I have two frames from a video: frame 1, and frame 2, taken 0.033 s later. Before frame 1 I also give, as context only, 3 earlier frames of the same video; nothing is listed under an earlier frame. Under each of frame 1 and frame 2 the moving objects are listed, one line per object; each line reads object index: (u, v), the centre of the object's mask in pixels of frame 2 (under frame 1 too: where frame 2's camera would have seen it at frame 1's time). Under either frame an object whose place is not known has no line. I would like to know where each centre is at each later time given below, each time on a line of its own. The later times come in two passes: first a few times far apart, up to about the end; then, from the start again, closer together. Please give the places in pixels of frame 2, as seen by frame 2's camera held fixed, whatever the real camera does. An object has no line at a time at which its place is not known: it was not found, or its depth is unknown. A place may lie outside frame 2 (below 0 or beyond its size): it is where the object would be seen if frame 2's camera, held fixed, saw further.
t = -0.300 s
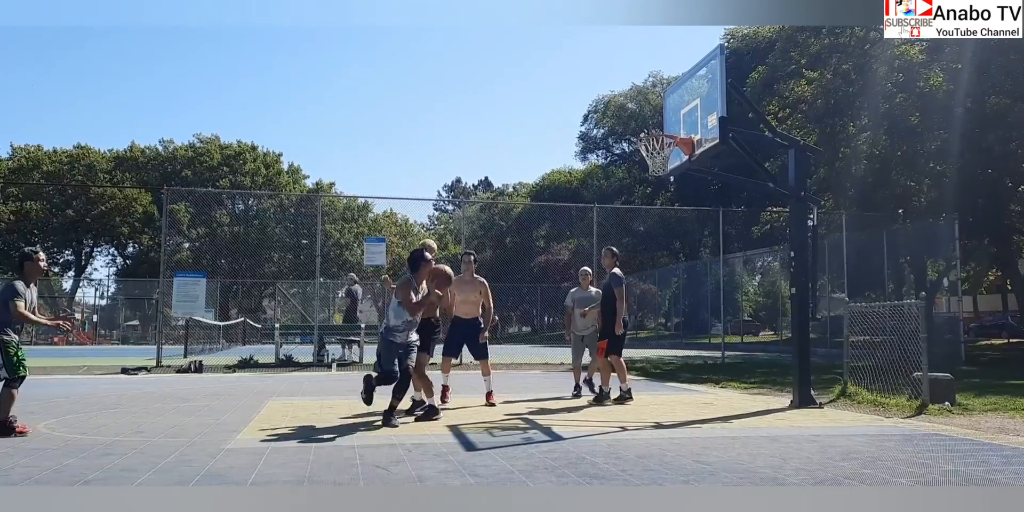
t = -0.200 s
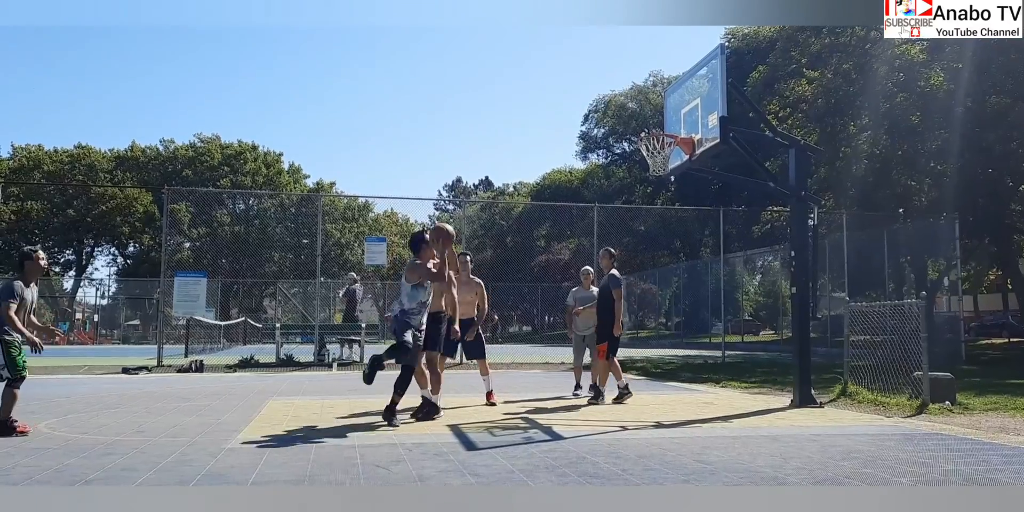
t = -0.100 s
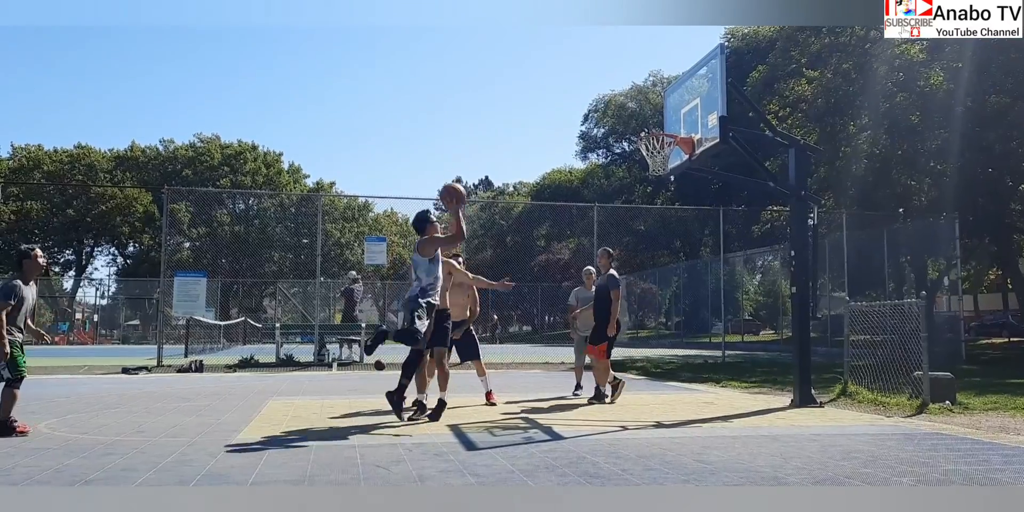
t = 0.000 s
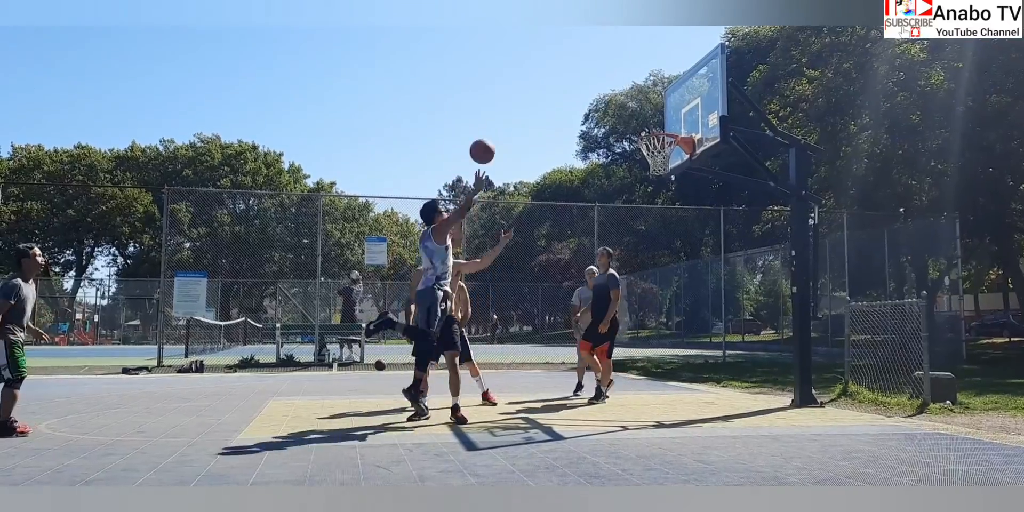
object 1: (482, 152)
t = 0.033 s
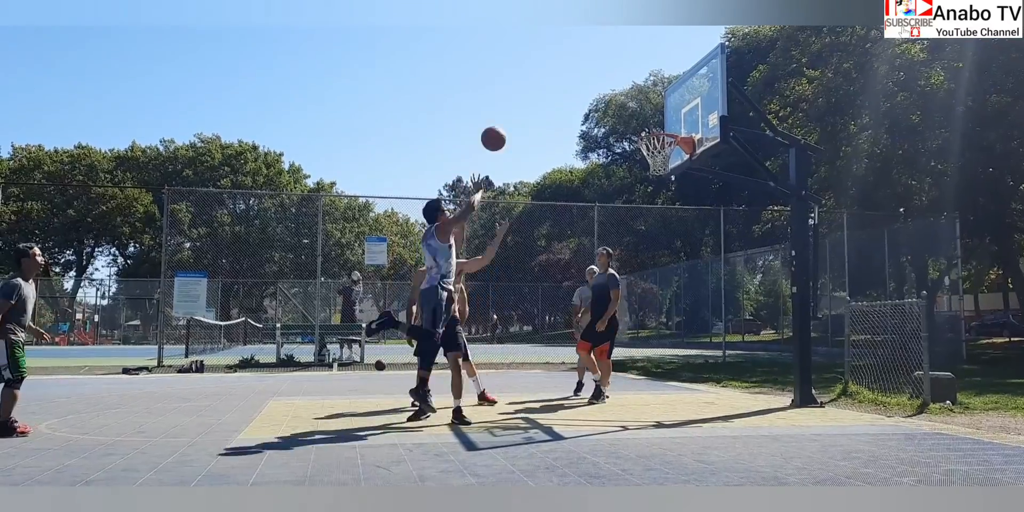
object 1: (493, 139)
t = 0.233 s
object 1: (555, 89)
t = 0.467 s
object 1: (619, 82)
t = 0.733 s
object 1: (682, 124)
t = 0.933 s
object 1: (663, 110)
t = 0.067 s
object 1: (504, 127)
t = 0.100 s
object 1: (515, 117)
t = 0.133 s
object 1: (525, 108)
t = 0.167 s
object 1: (535, 100)
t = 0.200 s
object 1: (545, 94)
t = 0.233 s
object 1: (555, 89)
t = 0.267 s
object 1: (564, 85)
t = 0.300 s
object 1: (574, 81)
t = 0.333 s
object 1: (583, 79)
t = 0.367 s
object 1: (592, 79)
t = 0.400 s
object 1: (602, 79)
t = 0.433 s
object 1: (610, 79)
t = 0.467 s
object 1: (619, 82)
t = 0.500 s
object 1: (627, 85)
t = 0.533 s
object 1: (636, 89)
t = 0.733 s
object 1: (682, 124)
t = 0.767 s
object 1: (687, 121)
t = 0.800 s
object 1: (683, 117)
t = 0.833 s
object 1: (678, 114)
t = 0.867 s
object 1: (673, 112)
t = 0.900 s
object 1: (667, 111)
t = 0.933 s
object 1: (663, 110)
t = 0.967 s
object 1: (657, 111)
